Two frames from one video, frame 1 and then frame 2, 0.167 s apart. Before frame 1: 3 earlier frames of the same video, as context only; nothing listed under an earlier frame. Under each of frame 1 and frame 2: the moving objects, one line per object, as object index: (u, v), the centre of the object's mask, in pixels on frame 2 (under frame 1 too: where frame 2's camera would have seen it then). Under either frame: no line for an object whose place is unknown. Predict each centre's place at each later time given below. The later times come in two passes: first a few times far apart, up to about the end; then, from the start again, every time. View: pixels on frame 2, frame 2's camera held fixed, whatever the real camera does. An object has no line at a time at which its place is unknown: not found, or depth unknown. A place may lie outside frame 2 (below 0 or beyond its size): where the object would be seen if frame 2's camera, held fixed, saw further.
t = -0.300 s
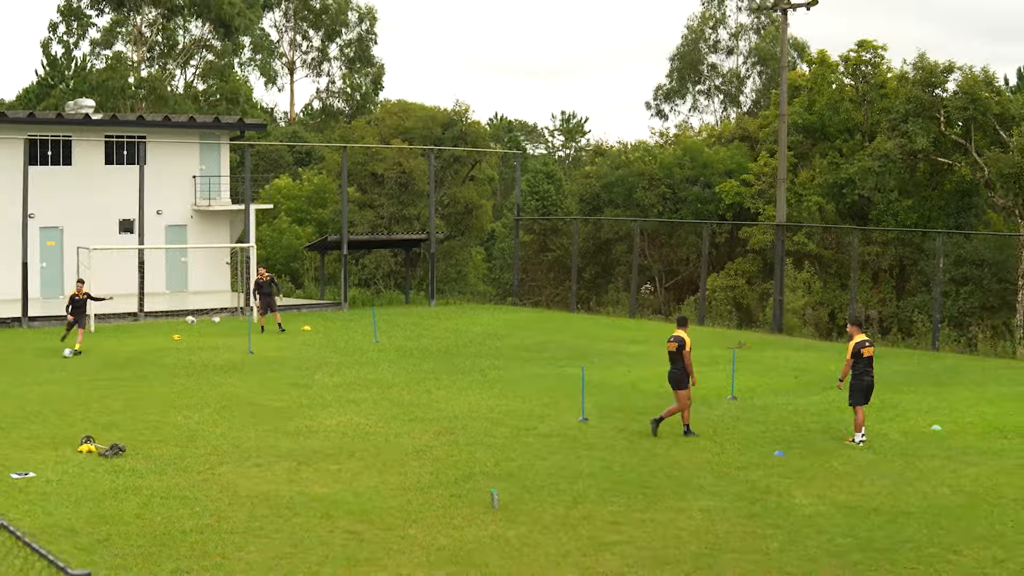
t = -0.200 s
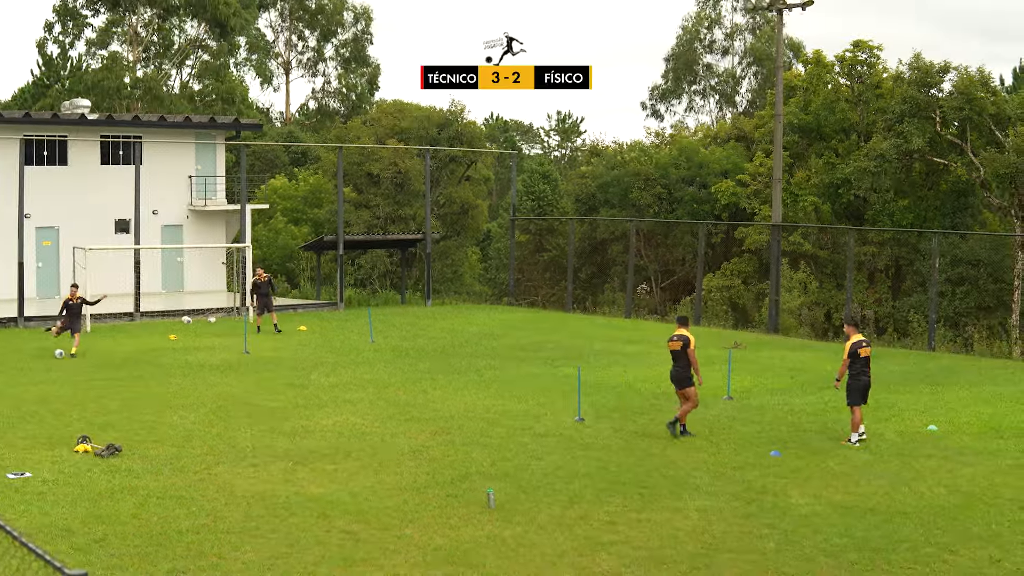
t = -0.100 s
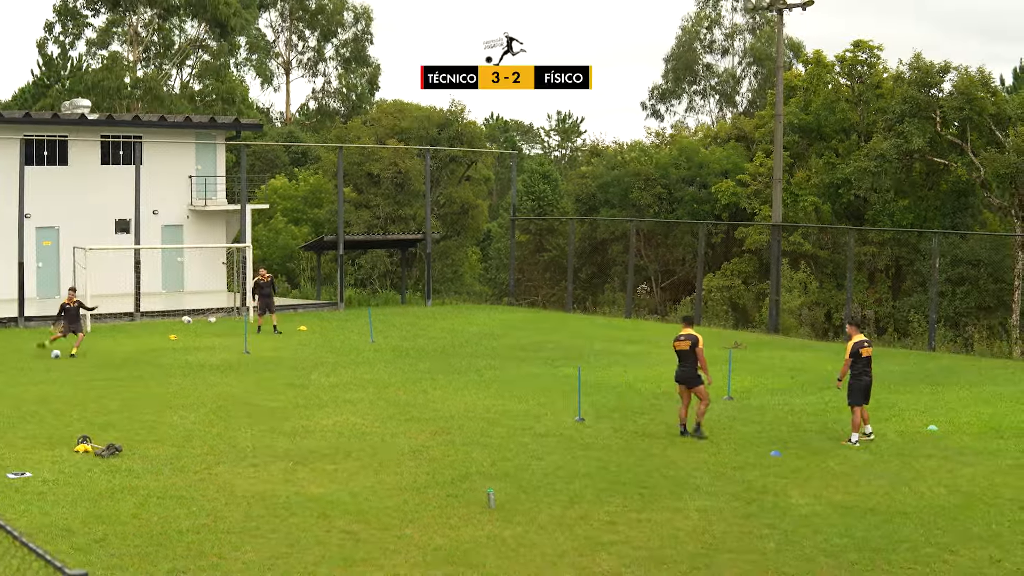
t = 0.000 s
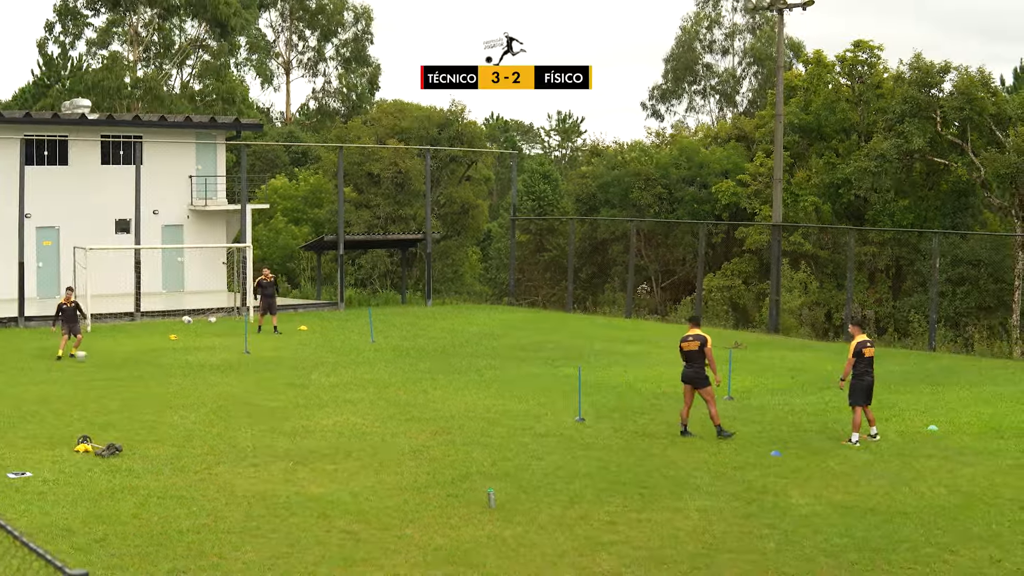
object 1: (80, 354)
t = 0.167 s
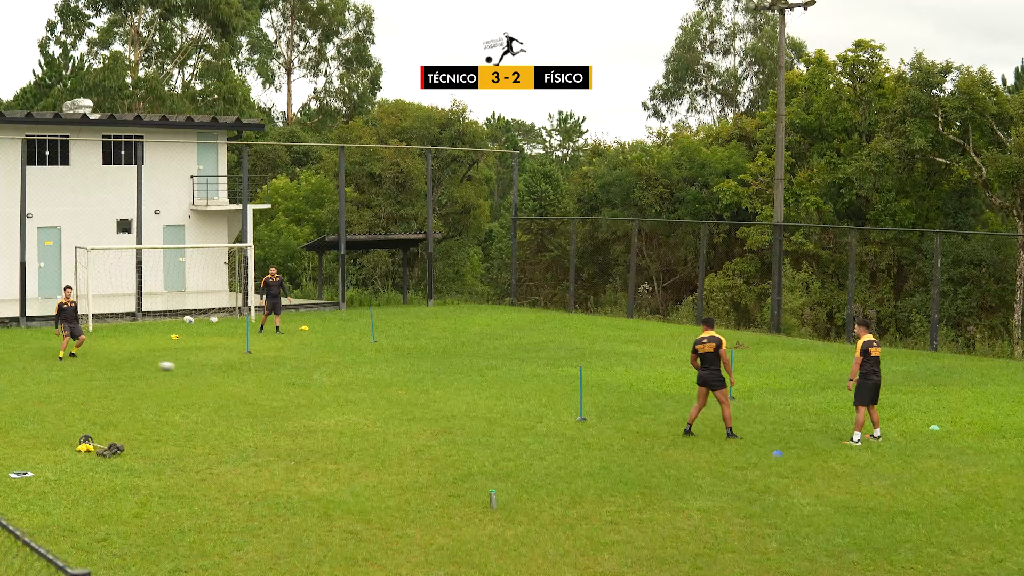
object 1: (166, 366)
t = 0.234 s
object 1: (199, 367)
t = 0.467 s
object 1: (315, 374)
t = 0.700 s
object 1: (429, 383)
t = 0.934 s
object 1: (537, 394)
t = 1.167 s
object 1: (632, 400)
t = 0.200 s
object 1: (183, 368)
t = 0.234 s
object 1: (199, 367)
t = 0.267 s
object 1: (214, 367)
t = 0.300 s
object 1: (231, 366)
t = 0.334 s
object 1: (247, 367)
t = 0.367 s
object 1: (264, 367)
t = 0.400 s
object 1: (281, 369)
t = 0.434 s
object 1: (297, 371)
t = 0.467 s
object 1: (315, 374)
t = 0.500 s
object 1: (333, 377)
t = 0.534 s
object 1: (350, 381)
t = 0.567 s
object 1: (366, 382)
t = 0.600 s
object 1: (381, 381)
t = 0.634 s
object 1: (397, 381)
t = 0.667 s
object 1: (414, 381)
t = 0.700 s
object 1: (429, 383)
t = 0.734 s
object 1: (444, 384)
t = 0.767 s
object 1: (461, 387)
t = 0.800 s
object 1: (477, 391)
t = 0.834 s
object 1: (493, 393)
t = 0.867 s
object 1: (509, 394)
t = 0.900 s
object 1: (522, 393)
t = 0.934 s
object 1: (537, 394)
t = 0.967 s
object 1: (551, 395)
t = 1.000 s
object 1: (565, 396)
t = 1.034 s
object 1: (579, 397)
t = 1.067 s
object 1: (594, 400)
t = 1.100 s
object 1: (606, 400)
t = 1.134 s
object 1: (619, 400)
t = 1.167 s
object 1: (632, 400)
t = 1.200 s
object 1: (644, 400)
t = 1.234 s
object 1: (656, 402)
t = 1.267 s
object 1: (668, 404)
